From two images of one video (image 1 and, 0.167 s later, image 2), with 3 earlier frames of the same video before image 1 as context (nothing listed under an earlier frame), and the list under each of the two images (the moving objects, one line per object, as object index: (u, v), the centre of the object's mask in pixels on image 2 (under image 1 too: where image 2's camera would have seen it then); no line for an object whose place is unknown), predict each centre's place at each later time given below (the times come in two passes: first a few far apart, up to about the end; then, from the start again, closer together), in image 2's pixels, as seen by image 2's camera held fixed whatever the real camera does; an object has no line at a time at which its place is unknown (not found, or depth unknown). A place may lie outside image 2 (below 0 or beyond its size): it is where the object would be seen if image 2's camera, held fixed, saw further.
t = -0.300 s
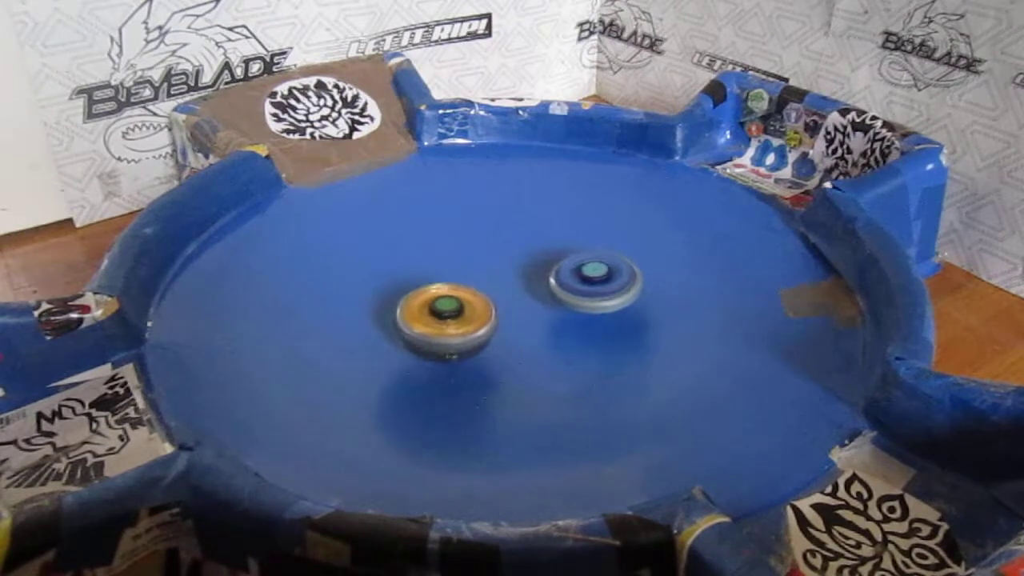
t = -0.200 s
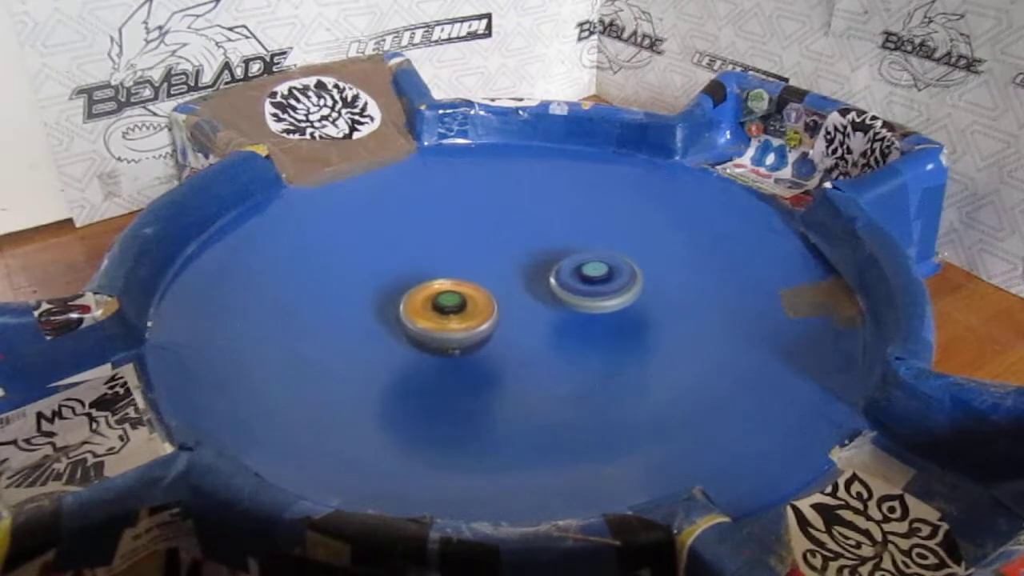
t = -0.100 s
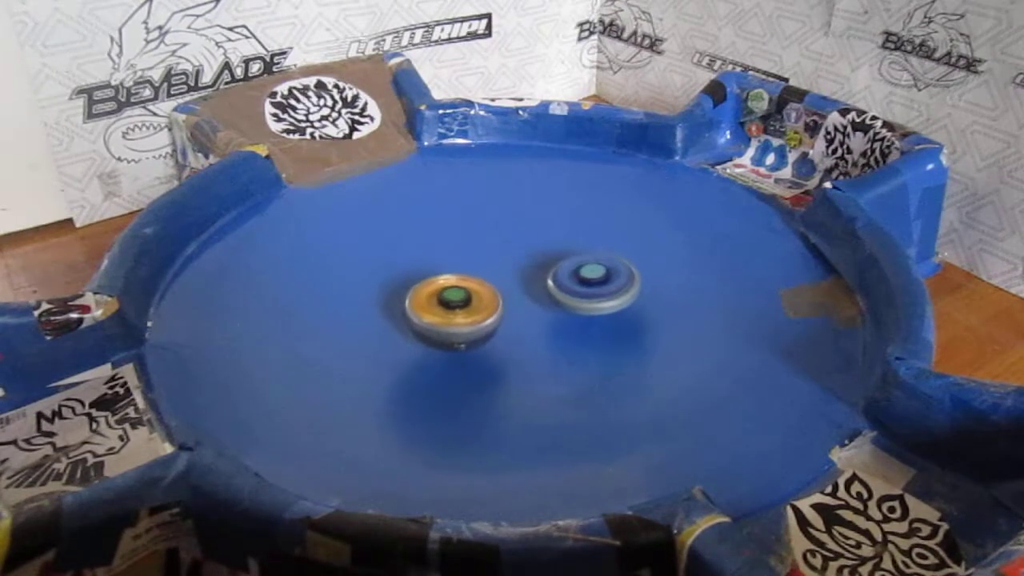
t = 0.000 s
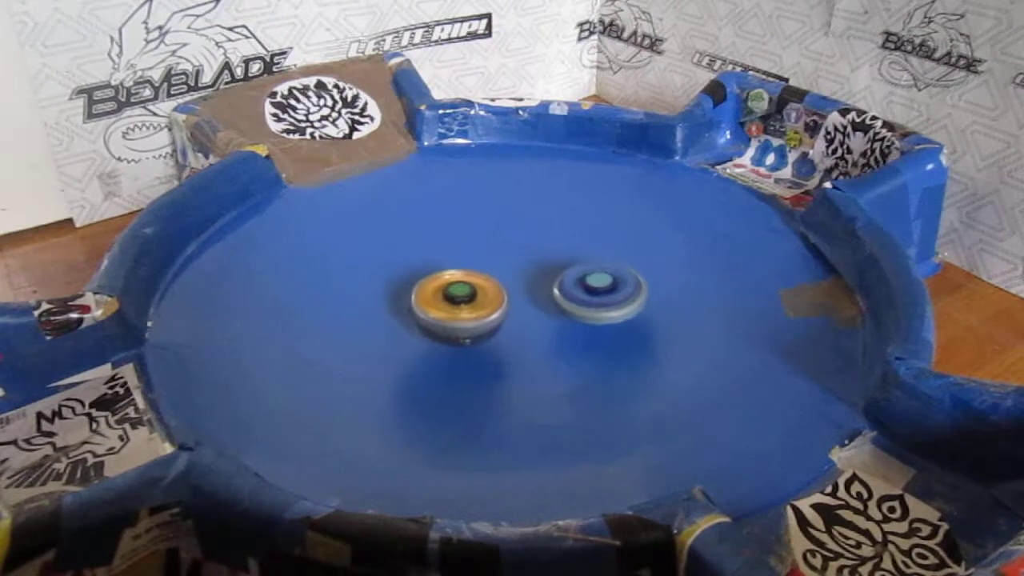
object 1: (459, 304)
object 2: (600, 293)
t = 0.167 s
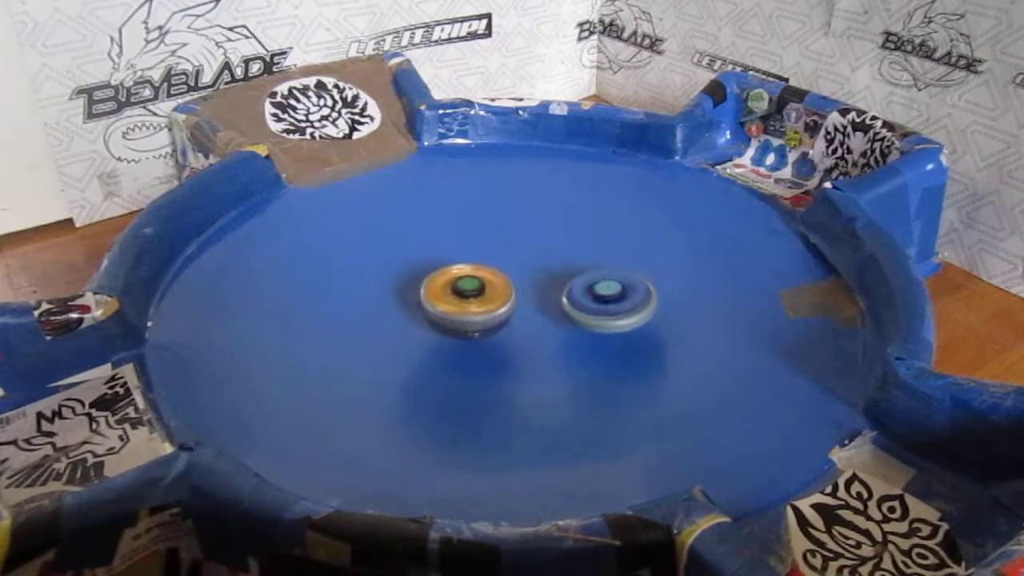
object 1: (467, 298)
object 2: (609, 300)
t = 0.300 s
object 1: (478, 295)
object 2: (605, 300)
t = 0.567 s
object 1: (500, 291)
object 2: (607, 321)
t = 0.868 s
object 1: (499, 284)
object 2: (597, 334)
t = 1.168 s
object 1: (494, 281)
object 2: (585, 346)
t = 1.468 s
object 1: (497, 280)
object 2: (543, 363)
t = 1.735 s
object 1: (500, 281)
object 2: (506, 362)
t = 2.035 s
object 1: (504, 287)
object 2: (519, 353)
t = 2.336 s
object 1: (508, 284)
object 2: (518, 362)
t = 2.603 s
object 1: (521, 275)
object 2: (425, 342)
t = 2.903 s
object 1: (548, 272)
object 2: (462, 350)
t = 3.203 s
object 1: (576, 273)
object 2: (409, 319)
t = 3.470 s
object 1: (586, 274)
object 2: (417, 309)
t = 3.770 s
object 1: (589, 278)
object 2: (420, 286)
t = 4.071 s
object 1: (587, 290)
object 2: (434, 275)
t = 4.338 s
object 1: (579, 307)
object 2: (454, 268)
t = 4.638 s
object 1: (552, 330)
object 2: (493, 259)
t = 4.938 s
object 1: (514, 349)
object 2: (522, 259)
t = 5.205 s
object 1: (497, 353)
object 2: (545, 258)
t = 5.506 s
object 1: (485, 350)
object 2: (568, 269)
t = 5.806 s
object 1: (468, 344)
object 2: (583, 274)
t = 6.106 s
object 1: (456, 329)
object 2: (602, 290)
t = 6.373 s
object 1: (461, 316)
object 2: (602, 302)
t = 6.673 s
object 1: (482, 305)
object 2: (606, 315)
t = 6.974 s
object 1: (488, 296)
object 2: (597, 335)
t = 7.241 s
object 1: (492, 293)
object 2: (564, 356)
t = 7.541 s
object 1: (498, 293)
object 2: (543, 357)
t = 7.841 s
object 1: (509, 295)
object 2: (520, 362)
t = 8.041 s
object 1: (517, 288)
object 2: (494, 358)
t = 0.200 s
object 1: (469, 297)
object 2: (608, 300)
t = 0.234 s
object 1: (472, 297)
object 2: (608, 300)
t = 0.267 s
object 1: (475, 296)
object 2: (606, 299)
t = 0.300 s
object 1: (478, 295)
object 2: (605, 300)
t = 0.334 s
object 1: (480, 294)
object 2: (604, 302)
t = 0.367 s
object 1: (483, 294)
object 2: (603, 306)
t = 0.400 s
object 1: (486, 294)
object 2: (603, 310)
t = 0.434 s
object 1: (490, 293)
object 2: (604, 315)
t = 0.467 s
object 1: (492, 292)
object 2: (605, 319)
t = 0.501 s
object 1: (495, 292)
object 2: (606, 321)
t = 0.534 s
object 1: (498, 291)
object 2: (607, 321)
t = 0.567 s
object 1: (500, 291)
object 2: (607, 321)
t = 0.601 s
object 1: (502, 291)
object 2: (607, 322)
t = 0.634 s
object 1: (505, 291)
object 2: (606, 322)
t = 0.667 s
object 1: (507, 290)
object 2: (605, 321)
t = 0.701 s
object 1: (509, 291)
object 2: (602, 323)
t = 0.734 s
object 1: (511, 290)
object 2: (601, 326)
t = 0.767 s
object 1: (506, 287)
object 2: (602, 331)
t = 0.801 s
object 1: (502, 285)
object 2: (601, 334)
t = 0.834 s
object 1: (500, 284)
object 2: (600, 335)
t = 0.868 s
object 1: (499, 284)
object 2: (597, 334)
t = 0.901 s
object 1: (498, 284)
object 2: (593, 335)
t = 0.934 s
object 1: (498, 284)
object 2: (588, 338)
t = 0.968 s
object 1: (497, 283)
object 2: (583, 343)
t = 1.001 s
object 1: (496, 284)
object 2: (578, 348)
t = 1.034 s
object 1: (495, 283)
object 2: (575, 351)
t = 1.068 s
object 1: (495, 283)
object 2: (575, 353)
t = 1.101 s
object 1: (495, 283)
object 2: (577, 353)
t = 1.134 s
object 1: (494, 282)
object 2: (582, 350)
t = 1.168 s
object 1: (494, 281)
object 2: (585, 346)
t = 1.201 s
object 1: (494, 281)
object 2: (585, 344)
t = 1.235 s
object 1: (494, 281)
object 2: (581, 342)
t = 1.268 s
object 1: (494, 281)
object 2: (571, 346)
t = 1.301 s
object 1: (494, 280)
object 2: (561, 351)
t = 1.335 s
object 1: (495, 280)
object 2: (550, 356)
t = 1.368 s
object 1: (495, 280)
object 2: (541, 360)
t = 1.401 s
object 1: (496, 280)
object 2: (537, 363)
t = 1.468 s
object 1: (497, 280)
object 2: (543, 363)
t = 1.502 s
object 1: (497, 280)
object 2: (552, 361)
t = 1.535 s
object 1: (498, 280)
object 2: (558, 359)
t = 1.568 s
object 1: (498, 279)
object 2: (561, 356)
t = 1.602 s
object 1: (498, 280)
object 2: (558, 354)
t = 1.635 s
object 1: (499, 281)
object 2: (549, 354)
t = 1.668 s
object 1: (499, 280)
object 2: (535, 356)
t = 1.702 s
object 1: (499, 281)
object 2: (521, 358)
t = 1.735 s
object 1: (500, 281)
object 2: (506, 362)
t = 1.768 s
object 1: (500, 282)
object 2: (497, 364)
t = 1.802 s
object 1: (501, 283)
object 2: (495, 366)
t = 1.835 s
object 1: (501, 283)
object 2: (499, 367)
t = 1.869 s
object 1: (501, 284)
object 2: (511, 367)
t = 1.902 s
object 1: (502, 285)
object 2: (524, 365)
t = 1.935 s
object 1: (502, 285)
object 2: (534, 362)
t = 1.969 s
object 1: (503, 286)
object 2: (537, 358)
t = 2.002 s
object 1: (503, 287)
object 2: (532, 355)
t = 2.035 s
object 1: (504, 287)
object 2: (519, 353)
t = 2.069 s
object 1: (504, 287)
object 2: (500, 354)
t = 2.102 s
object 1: (505, 286)
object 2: (481, 356)
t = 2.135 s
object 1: (505, 286)
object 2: (465, 357)
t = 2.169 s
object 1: (505, 285)
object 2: (462, 361)
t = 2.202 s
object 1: (506, 285)
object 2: (463, 363)
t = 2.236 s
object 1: (506, 284)
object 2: (472, 366)
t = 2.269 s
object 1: (507, 284)
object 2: (488, 368)
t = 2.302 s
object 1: (507, 284)
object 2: (505, 366)
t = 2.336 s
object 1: (508, 284)
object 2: (518, 362)
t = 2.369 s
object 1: (508, 284)
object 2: (521, 357)
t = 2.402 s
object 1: (509, 284)
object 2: (517, 352)
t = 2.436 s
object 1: (511, 282)
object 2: (503, 348)
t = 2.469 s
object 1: (514, 279)
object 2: (482, 348)
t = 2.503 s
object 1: (516, 277)
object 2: (462, 345)
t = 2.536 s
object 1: (518, 276)
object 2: (443, 343)
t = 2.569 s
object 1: (520, 275)
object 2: (431, 341)
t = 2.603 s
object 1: (521, 275)
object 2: (425, 342)
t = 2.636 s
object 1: (524, 274)
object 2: (423, 343)
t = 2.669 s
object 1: (526, 274)
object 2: (425, 345)
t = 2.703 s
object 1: (529, 273)
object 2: (434, 351)
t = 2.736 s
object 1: (532, 273)
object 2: (445, 356)
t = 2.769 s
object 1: (535, 273)
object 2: (457, 358)
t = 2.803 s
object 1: (538, 272)
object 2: (466, 358)
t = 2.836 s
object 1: (541, 272)
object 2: (470, 357)
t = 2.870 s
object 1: (545, 272)
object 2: (469, 353)
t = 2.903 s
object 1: (548, 272)
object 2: (462, 350)
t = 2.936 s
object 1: (552, 272)
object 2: (452, 342)
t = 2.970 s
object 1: (555, 272)
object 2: (440, 337)
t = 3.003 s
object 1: (559, 272)
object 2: (430, 330)
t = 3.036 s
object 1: (562, 272)
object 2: (421, 325)
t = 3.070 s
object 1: (565, 272)
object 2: (414, 320)
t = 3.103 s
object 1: (569, 272)
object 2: (410, 317)
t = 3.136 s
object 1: (571, 272)
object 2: (409, 317)
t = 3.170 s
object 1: (574, 273)
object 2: (408, 317)
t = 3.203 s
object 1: (576, 273)
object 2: (409, 319)
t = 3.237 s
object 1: (578, 273)
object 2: (411, 320)
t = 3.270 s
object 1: (580, 273)
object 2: (412, 322)
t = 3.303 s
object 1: (581, 273)
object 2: (413, 322)
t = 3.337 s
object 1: (583, 273)
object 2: (415, 322)
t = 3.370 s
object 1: (584, 274)
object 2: (415, 320)
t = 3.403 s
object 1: (585, 274)
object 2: (416, 317)
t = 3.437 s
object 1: (586, 274)
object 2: (417, 314)
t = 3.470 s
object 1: (586, 274)
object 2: (417, 309)
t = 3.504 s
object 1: (587, 275)
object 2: (417, 305)
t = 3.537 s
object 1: (587, 275)
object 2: (417, 300)
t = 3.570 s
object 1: (587, 275)
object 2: (417, 296)
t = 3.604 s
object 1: (588, 275)
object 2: (417, 294)
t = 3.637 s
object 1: (589, 276)
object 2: (418, 291)
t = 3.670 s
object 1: (589, 276)
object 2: (418, 289)
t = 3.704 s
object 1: (589, 277)
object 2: (419, 288)
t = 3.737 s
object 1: (589, 277)
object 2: (419, 287)
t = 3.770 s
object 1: (589, 278)
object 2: (420, 286)
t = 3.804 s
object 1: (589, 279)
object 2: (421, 285)
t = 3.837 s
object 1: (589, 280)
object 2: (423, 284)
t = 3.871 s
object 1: (589, 281)
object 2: (424, 282)
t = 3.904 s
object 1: (589, 282)
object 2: (426, 281)
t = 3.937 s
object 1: (589, 284)
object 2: (427, 280)
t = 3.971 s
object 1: (589, 285)
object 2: (429, 279)
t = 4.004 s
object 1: (588, 287)
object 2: (431, 277)
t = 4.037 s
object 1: (588, 288)
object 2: (432, 276)
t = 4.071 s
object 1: (587, 290)
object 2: (434, 275)
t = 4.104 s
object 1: (587, 292)
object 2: (435, 274)
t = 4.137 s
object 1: (586, 294)
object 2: (437, 273)
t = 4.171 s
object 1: (585, 296)
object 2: (438, 272)
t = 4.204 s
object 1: (585, 298)
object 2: (440, 271)
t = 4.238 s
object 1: (583, 300)
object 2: (443, 271)
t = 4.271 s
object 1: (582, 302)
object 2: (446, 270)
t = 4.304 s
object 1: (581, 304)
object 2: (450, 269)
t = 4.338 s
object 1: (579, 307)
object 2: (454, 268)
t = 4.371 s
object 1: (577, 309)
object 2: (459, 267)
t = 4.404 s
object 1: (575, 312)
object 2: (464, 266)
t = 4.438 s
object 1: (573, 315)
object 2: (469, 264)
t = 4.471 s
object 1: (570, 317)
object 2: (474, 263)
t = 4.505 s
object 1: (567, 320)
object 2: (478, 262)
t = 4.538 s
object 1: (564, 322)
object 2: (482, 261)
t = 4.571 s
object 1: (560, 325)
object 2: (486, 260)
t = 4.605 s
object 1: (556, 328)
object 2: (489, 260)
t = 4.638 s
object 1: (552, 330)
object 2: (493, 259)
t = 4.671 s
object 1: (548, 332)
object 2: (497, 258)
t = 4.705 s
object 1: (544, 335)
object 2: (500, 258)
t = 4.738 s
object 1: (540, 337)
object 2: (504, 257)
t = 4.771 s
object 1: (536, 340)
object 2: (506, 257)
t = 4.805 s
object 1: (532, 342)
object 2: (510, 257)
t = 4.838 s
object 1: (527, 344)
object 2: (512, 257)
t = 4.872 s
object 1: (523, 346)
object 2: (515, 258)
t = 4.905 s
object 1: (519, 348)
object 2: (518, 258)
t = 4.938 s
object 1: (514, 349)
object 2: (522, 259)
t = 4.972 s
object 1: (511, 350)
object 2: (526, 260)
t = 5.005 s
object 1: (508, 351)
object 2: (531, 260)
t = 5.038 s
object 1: (505, 352)
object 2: (536, 260)
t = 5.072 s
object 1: (503, 352)
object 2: (541, 260)
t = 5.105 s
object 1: (501, 353)
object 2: (545, 260)
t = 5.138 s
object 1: (500, 353)
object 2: (546, 259)
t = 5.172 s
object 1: (499, 353)
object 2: (546, 259)
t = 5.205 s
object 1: (497, 353)
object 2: (545, 258)
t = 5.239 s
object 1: (496, 353)
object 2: (544, 258)
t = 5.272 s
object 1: (495, 353)
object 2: (542, 259)
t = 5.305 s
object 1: (494, 353)
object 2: (542, 259)
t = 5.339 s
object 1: (492, 353)
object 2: (543, 260)
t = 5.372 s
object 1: (491, 352)
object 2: (546, 262)
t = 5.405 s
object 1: (490, 352)
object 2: (550, 264)
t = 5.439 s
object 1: (488, 352)
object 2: (556, 266)
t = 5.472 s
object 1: (487, 351)
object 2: (562, 268)
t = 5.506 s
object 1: (485, 350)
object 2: (568, 269)
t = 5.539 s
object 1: (483, 350)
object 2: (573, 271)
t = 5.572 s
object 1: (480, 349)
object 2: (578, 272)
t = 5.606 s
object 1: (478, 349)
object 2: (581, 272)
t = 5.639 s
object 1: (476, 348)
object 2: (582, 273)
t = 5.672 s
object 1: (475, 348)
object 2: (584, 273)
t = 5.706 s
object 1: (473, 347)
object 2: (584, 273)
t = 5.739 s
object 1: (471, 346)
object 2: (584, 273)
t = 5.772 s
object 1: (470, 345)
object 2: (583, 273)
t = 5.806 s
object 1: (468, 344)
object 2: (583, 274)
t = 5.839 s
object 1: (466, 343)
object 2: (584, 276)
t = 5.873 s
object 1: (465, 342)
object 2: (585, 278)
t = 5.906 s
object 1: (463, 341)
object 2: (586, 280)
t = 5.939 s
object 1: (462, 339)
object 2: (590, 283)
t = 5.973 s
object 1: (460, 337)
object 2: (593, 285)
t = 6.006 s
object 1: (459, 335)
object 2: (596, 287)
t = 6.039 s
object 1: (458, 333)
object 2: (599, 288)
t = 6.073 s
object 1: (457, 330)
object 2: (601, 288)
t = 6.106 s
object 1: (456, 329)
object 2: (602, 290)
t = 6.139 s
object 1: (455, 327)
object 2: (602, 289)
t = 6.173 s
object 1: (455, 326)
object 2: (602, 290)
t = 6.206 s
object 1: (456, 324)
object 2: (602, 290)
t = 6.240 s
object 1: (456, 323)
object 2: (601, 291)
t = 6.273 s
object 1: (457, 321)
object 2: (601, 293)
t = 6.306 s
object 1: (458, 319)
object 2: (601, 296)
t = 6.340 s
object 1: (460, 317)
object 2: (601, 299)
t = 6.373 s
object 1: (461, 316)
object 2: (602, 302)
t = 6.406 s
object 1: (463, 314)
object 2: (603, 305)
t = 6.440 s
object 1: (465, 313)
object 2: (604, 309)
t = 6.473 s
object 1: (467, 311)
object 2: (605, 311)
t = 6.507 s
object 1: (469, 310)
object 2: (605, 312)
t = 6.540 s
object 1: (472, 309)
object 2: (607, 314)
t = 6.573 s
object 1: (474, 308)
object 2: (607, 314)
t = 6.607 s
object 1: (477, 307)
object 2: (607, 315)
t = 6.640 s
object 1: (479, 306)
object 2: (607, 315)
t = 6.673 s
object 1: (482, 305)
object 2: (606, 315)
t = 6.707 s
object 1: (485, 305)
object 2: (605, 315)
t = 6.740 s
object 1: (488, 304)
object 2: (604, 316)
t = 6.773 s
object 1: (490, 304)
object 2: (602, 318)
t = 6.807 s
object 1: (493, 303)
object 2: (600, 321)
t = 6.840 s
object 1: (496, 303)
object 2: (597, 324)
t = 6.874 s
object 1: (496, 301)
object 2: (597, 328)
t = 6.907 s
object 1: (491, 298)
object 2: (599, 333)
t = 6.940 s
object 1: (489, 297)
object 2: (599, 335)
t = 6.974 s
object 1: (488, 296)
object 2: (597, 335)
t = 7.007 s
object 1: (488, 295)
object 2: (595, 335)
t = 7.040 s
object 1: (489, 295)
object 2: (591, 336)
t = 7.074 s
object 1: (489, 295)
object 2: (587, 339)
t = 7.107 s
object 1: (490, 294)
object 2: (581, 342)
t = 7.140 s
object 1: (490, 294)
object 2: (575, 346)
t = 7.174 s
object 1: (491, 294)
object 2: (570, 350)
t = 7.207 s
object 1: (491, 294)
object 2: (565, 354)
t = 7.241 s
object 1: (492, 293)
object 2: (564, 356)
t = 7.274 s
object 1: (492, 293)
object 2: (564, 356)
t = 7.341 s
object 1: (494, 293)
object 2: (567, 355)
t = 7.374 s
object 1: (494, 293)
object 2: (568, 355)
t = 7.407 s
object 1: (495, 293)
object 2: (568, 353)
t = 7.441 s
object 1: (496, 293)
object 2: (565, 353)
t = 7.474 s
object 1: (496, 293)
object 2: (560, 353)
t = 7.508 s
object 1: (497, 293)
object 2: (553, 355)
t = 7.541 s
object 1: (498, 293)
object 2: (543, 357)
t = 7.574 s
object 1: (498, 293)
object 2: (534, 359)
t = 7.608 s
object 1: (499, 293)
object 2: (525, 360)
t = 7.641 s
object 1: (500, 293)
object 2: (519, 362)
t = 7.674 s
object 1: (501, 294)
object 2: (516, 363)
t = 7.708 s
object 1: (502, 294)
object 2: (515, 364)
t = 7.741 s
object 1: (504, 295)
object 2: (516, 364)
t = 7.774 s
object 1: (506, 295)
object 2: (518, 364)
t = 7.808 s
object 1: (508, 295)
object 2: (520, 363)
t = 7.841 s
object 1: (509, 295)
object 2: (520, 362)
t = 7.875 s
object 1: (511, 293)
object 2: (518, 363)
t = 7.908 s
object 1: (513, 291)
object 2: (516, 364)
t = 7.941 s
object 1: (514, 289)
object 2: (515, 363)
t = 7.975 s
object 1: (515, 288)
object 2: (512, 361)
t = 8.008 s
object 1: (516, 287)
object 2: (504, 359)
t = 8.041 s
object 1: (517, 288)
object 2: (494, 358)
